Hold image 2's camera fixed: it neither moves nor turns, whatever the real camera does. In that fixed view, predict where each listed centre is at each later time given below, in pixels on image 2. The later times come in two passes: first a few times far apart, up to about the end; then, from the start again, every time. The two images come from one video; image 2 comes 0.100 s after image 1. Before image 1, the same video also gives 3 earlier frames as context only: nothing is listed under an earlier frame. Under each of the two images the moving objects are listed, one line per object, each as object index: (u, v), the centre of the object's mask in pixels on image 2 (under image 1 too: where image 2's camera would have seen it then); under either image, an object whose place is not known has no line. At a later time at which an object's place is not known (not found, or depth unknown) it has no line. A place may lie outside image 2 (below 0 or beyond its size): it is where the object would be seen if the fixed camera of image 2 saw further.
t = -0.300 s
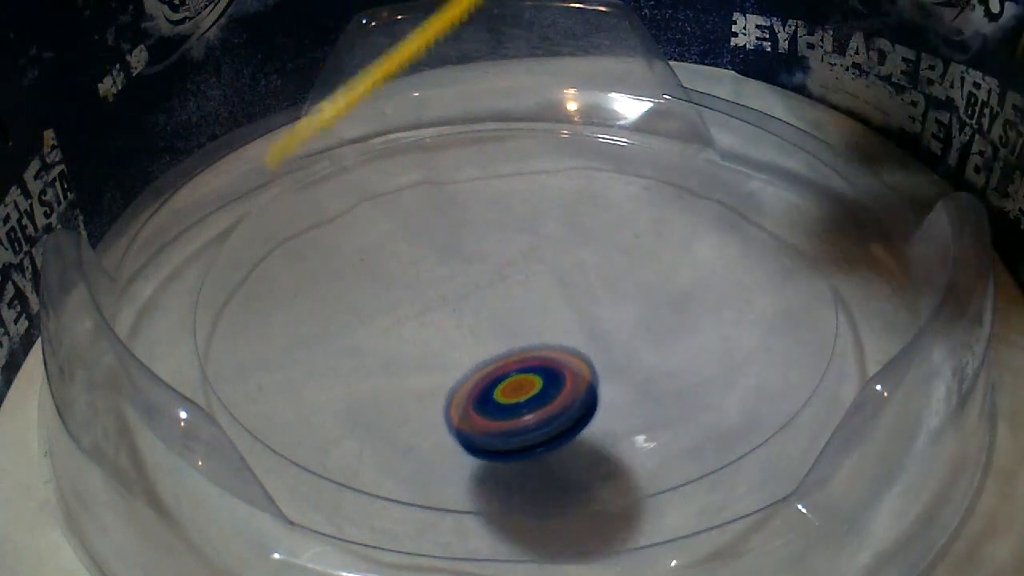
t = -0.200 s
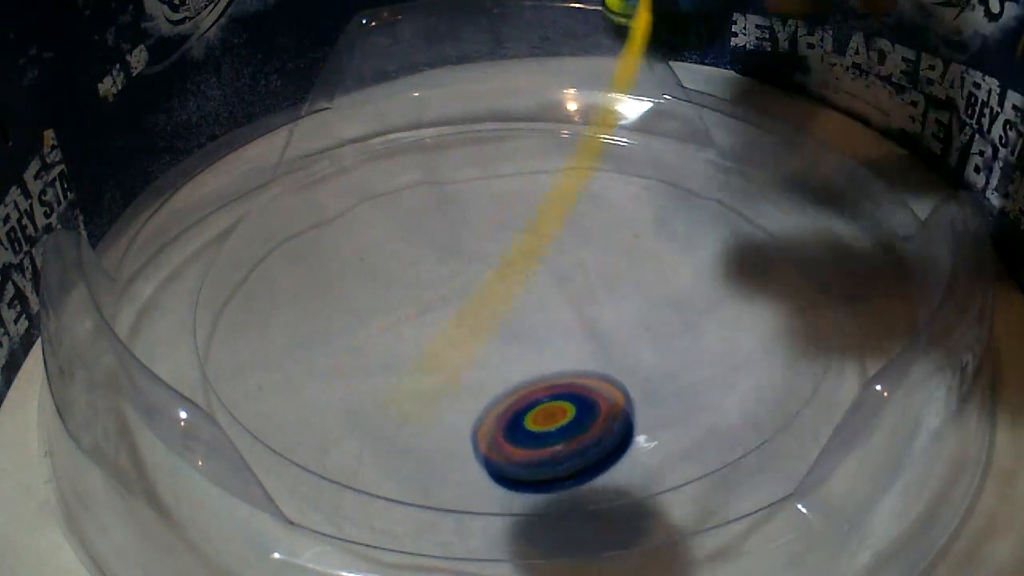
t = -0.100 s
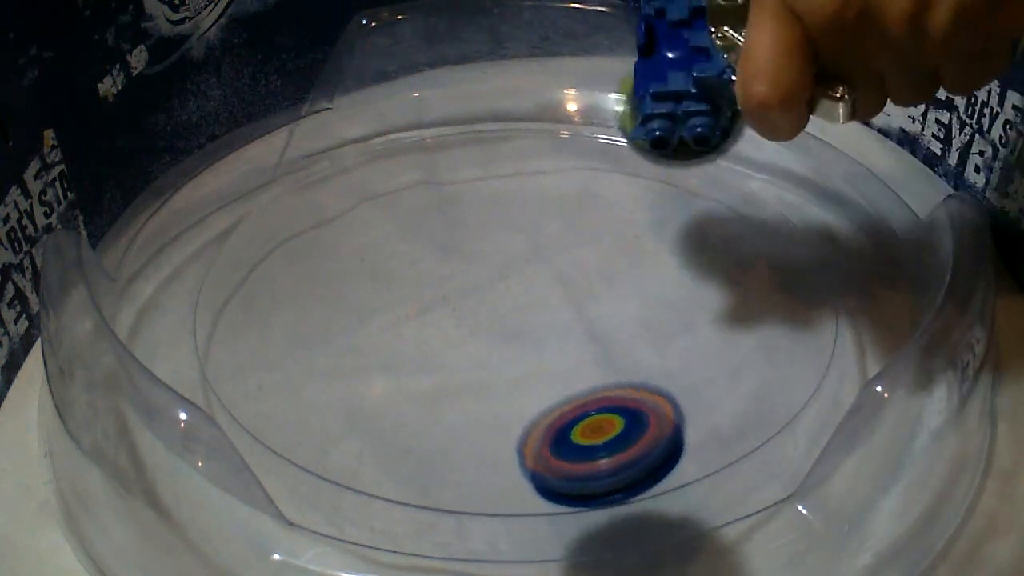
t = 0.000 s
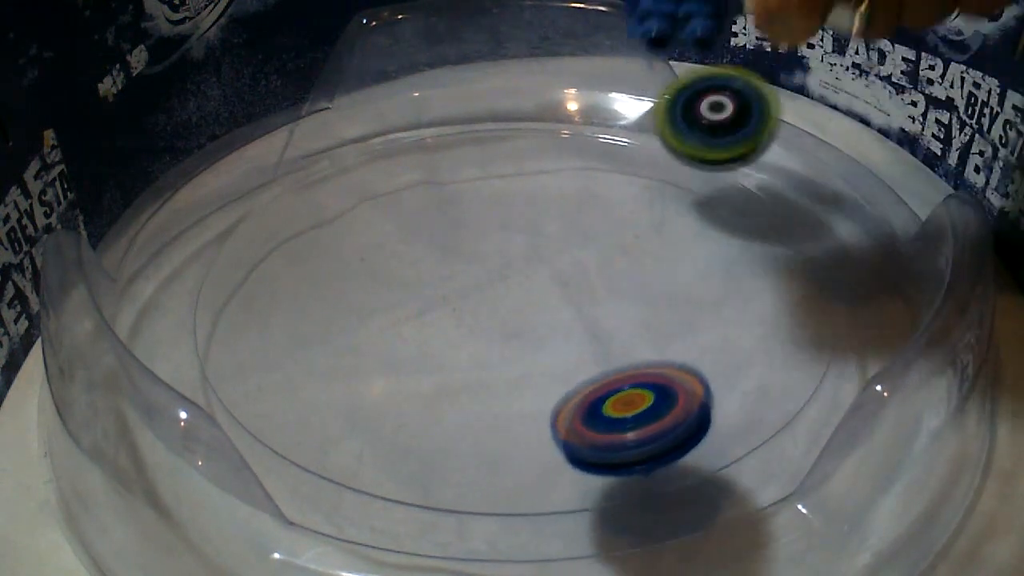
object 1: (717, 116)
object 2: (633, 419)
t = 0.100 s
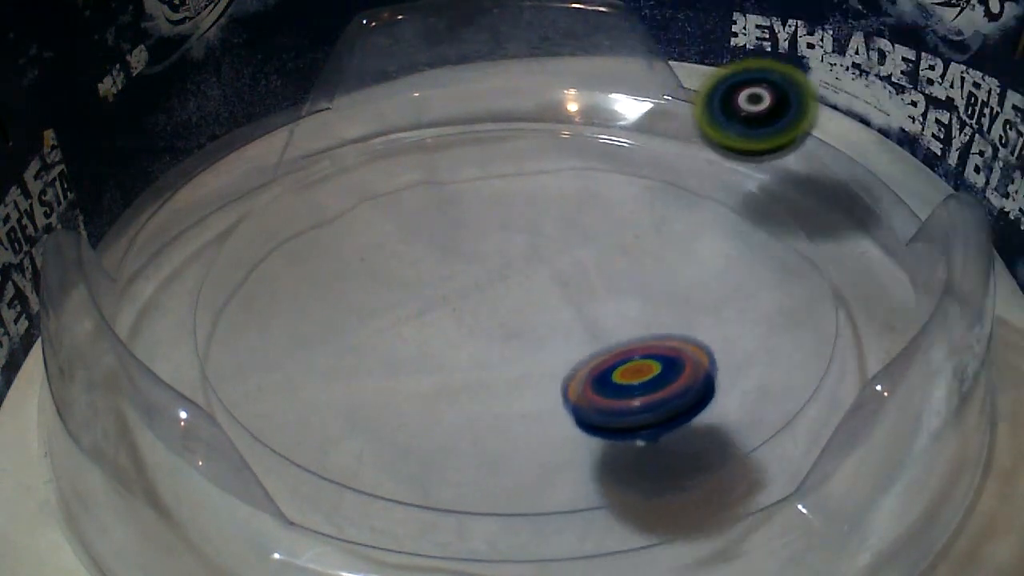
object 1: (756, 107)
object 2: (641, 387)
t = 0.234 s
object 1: (794, 120)
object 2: (613, 355)
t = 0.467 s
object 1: (847, 161)
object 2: (485, 343)
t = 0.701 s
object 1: (860, 187)
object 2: (389, 355)
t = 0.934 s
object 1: (847, 216)
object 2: (394, 372)
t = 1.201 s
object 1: (848, 270)
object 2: (451, 344)
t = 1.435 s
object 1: (828, 331)
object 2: (393, 304)
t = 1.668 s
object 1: (781, 388)
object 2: (356, 287)
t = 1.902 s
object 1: (715, 421)
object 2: (340, 287)
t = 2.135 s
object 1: (626, 425)
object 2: (347, 288)
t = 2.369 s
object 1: (520, 399)
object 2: (384, 267)
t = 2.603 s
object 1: (428, 368)
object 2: (410, 226)
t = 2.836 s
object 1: (347, 336)
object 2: (417, 205)
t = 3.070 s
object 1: (324, 313)
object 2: (430, 207)
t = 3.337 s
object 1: (339, 277)
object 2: (483, 205)
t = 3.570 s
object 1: (333, 235)
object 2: (529, 187)
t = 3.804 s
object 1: (351, 215)
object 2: (536, 181)
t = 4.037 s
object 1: (396, 200)
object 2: (551, 208)
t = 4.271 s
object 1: (452, 180)
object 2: (618, 232)
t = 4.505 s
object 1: (506, 171)
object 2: (657, 235)
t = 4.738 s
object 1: (547, 175)
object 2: (652, 239)
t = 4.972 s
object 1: (597, 188)
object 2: (642, 279)
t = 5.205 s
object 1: (646, 204)
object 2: (640, 316)
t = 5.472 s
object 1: (677, 229)
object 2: (644, 334)
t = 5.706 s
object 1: (688, 252)
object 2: (612, 344)
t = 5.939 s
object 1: (666, 284)
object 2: (548, 356)
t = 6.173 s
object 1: (641, 326)
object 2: (494, 369)
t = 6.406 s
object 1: (632, 345)
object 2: (460, 373)
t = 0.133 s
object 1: (771, 105)
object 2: (638, 378)
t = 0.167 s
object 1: (780, 108)
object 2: (633, 369)
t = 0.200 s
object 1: (787, 114)
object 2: (625, 362)
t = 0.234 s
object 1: (794, 120)
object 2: (613, 355)
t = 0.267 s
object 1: (802, 125)
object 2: (600, 350)
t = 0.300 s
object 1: (811, 131)
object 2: (583, 347)
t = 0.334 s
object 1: (820, 136)
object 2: (565, 344)
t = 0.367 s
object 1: (830, 141)
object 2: (545, 343)
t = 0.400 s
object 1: (837, 147)
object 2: (525, 342)
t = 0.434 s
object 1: (842, 154)
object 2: (504, 343)
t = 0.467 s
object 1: (847, 161)
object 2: (485, 343)
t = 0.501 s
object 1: (852, 167)
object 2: (467, 345)
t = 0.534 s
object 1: (858, 174)
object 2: (451, 345)
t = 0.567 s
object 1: (865, 179)
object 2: (437, 347)
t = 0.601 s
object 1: (868, 182)
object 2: (424, 348)
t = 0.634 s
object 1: (864, 183)
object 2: (411, 350)
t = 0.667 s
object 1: (862, 185)
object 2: (399, 352)
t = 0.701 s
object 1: (860, 187)
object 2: (389, 355)
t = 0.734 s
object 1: (859, 191)
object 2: (380, 359)
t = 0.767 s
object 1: (858, 195)
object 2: (374, 361)
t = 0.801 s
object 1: (854, 199)
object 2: (371, 365)
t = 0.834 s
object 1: (850, 203)
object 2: (372, 367)
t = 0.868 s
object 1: (848, 207)
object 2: (376, 370)
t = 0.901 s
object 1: (848, 211)
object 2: (384, 371)
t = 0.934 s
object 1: (847, 216)
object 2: (394, 372)
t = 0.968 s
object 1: (848, 221)
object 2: (405, 371)
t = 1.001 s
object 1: (849, 227)
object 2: (417, 369)
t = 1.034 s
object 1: (850, 233)
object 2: (428, 367)
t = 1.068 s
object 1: (850, 240)
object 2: (438, 363)
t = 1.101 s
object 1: (850, 247)
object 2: (446, 359)
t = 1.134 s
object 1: (849, 254)
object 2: (451, 355)
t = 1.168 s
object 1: (849, 261)
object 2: (452, 350)
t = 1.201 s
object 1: (848, 270)
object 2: (451, 344)
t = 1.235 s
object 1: (846, 279)
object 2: (447, 339)
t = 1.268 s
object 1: (844, 287)
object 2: (440, 333)
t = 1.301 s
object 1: (840, 296)
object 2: (432, 326)
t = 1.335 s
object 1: (837, 304)
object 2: (423, 320)
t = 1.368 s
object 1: (834, 313)
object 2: (413, 314)
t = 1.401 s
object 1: (832, 322)
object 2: (403, 309)
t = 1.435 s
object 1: (828, 331)
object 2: (393, 304)
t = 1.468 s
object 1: (825, 341)
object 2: (384, 300)
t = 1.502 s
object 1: (821, 350)
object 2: (376, 296)
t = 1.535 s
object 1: (814, 358)
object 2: (370, 293)
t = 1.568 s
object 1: (804, 367)
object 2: (365, 291)
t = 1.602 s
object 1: (796, 374)
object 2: (361, 289)
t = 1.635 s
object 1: (789, 382)
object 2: (358, 288)
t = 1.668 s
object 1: (781, 388)
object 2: (356, 287)
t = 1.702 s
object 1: (770, 394)
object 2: (354, 287)
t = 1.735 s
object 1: (761, 400)
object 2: (352, 286)
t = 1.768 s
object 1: (753, 405)
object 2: (350, 286)
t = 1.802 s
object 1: (744, 410)
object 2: (347, 286)
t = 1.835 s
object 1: (736, 414)
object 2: (344, 287)
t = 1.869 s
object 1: (726, 417)
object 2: (342, 287)
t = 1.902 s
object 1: (715, 421)
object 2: (340, 287)
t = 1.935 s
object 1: (705, 424)
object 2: (340, 288)
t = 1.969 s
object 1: (693, 426)
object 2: (340, 289)
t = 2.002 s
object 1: (679, 427)
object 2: (340, 289)
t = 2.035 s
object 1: (665, 428)
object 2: (340, 289)
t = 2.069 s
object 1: (651, 429)
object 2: (342, 289)
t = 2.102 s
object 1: (639, 429)
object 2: (344, 289)
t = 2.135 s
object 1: (626, 425)
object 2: (347, 288)
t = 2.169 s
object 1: (611, 420)
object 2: (351, 288)
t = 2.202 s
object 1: (595, 417)
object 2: (356, 286)
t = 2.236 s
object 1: (579, 413)
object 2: (361, 284)
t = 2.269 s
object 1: (562, 410)
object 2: (367, 281)
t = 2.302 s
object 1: (547, 406)
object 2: (373, 277)
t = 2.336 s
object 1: (532, 403)
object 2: (378, 272)
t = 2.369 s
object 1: (520, 399)
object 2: (384, 267)
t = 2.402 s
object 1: (509, 395)
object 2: (389, 261)
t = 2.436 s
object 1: (497, 391)
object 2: (394, 256)
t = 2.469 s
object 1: (485, 386)
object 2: (398, 250)
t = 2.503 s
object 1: (471, 381)
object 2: (401, 243)
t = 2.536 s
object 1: (458, 377)
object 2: (405, 238)
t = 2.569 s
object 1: (443, 372)
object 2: (408, 232)
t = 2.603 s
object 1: (428, 368)
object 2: (410, 226)
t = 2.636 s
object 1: (414, 363)
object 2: (412, 222)
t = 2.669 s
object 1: (400, 358)
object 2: (413, 218)
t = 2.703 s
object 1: (387, 353)
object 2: (415, 213)
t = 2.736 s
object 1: (376, 348)
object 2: (415, 211)
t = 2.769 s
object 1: (365, 344)
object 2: (416, 208)
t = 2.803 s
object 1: (356, 340)
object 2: (417, 207)
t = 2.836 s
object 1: (347, 336)
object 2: (417, 205)
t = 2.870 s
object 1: (341, 333)
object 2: (418, 204)
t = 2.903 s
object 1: (335, 329)
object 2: (418, 204)
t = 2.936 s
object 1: (331, 326)
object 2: (420, 204)
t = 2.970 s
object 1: (328, 322)
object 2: (422, 204)
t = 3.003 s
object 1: (326, 319)
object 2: (424, 205)
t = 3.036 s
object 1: (325, 316)
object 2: (427, 207)
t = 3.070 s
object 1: (324, 313)
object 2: (430, 207)
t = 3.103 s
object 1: (325, 309)
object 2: (435, 208)
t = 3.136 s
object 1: (326, 305)
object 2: (440, 209)
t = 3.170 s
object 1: (328, 301)
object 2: (446, 209)
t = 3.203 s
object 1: (330, 297)
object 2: (452, 208)
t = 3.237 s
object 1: (332, 292)
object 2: (459, 208)
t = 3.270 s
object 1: (335, 288)
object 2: (467, 207)
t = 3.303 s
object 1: (337, 282)
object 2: (475, 206)
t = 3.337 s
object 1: (339, 277)
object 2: (483, 205)
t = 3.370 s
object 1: (339, 271)
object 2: (491, 203)
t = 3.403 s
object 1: (339, 265)
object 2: (500, 200)
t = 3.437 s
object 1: (339, 259)
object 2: (507, 197)
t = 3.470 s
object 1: (337, 253)
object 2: (514, 195)
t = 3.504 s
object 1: (335, 247)
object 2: (520, 192)
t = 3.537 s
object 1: (334, 240)
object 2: (525, 189)
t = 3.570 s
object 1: (333, 235)
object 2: (529, 187)
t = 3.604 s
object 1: (333, 230)
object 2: (533, 184)
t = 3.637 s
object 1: (335, 227)
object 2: (535, 182)
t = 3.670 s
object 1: (337, 224)
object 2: (537, 181)
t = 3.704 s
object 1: (339, 221)
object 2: (538, 180)
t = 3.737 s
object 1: (343, 219)
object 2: (538, 179)
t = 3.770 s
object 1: (346, 217)
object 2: (537, 180)
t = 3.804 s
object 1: (351, 215)
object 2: (536, 181)
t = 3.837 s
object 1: (356, 213)
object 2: (534, 184)
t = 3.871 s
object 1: (361, 210)
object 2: (533, 188)
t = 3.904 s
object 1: (367, 208)
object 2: (533, 191)
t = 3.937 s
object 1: (373, 206)
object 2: (534, 195)
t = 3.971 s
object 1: (381, 204)
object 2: (538, 199)
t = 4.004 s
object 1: (388, 202)
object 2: (544, 204)
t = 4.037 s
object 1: (396, 200)
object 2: (551, 208)
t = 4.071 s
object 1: (403, 197)
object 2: (561, 213)
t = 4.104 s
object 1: (411, 194)
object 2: (570, 217)
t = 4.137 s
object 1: (420, 191)
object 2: (580, 220)
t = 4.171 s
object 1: (428, 189)
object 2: (590, 224)
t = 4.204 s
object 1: (436, 186)
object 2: (600, 227)
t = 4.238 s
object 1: (444, 183)
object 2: (609, 230)
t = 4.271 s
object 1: (452, 180)
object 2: (618, 232)
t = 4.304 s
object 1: (460, 178)
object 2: (626, 234)
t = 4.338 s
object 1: (466, 176)
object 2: (633, 235)
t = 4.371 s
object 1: (474, 175)
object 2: (639, 236)
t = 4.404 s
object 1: (484, 173)
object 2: (648, 236)
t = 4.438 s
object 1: (488, 172)
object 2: (650, 236)
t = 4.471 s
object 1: (495, 171)
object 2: (654, 236)
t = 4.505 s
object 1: (506, 171)
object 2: (657, 235)
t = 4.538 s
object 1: (509, 171)
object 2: (658, 235)
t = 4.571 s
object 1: (515, 172)
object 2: (658, 235)
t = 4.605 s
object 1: (525, 172)
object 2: (657, 235)
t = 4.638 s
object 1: (528, 173)
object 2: (656, 236)
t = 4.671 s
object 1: (538, 173)
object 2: (654, 236)
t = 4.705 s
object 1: (545, 174)
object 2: (653, 239)
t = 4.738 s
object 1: (547, 175)
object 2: (652, 239)
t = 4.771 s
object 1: (557, 176)
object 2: (649, 245)
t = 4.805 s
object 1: (563, 178)
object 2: (647, 250)
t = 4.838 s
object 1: (567, 179)
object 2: (646, 253)
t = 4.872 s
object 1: (576, 182)
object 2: (644, 261)
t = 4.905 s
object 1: (583, 185)
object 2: (643, 267)
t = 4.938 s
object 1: (587, 185)
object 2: (643, 269)
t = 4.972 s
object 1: (597, 188)
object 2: (642, 279)
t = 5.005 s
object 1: (604, 191)
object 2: (640, 285)
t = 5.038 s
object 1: (612, 193)
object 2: (639, 291)
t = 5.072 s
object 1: (619, 196)
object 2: (638, 297)
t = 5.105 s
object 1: (626, 198)
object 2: (638, 302)
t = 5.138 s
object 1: (633, 199)
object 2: (638, 307)
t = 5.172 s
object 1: (640, 203)
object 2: (639, 311)
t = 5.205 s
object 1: (646, 204)
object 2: (640, 316)
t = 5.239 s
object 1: (653, 206)
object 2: (640, 319)
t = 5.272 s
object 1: (658, 209)
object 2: (641, 322)
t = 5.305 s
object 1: (662, 212)
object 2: (642, 326)
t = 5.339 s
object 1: (666, 214)
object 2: (642, 328)
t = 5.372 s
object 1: (669, 217)
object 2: (643, 330)
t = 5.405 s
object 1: (673, 221)
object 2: (643, 332)
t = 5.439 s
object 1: (675, 224)
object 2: (644, 333)
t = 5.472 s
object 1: (677, 229)
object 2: (644, 334)
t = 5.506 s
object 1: (679, 233)
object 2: (643, 335)
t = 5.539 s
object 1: (681, 237)
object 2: (642, 336)
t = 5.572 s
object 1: (683, 241)
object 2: (641, 336)
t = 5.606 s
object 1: (686, 244)
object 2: (636, 340)
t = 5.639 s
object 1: (687, 247)
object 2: (627, 342)
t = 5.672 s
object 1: (688, 250)
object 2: (618, 343)
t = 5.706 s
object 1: (688, 252)
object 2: (612, 344)
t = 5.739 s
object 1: (687, 255)
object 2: (604, 345)
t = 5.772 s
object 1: (685, 258)
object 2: (596, 346)
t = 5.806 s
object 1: (682, 262)
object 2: (587, 347)
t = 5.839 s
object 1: (679, 267)
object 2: (577, 350)
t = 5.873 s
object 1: (675, 272)
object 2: (567, 351)
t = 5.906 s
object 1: (670, 278)
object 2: (556, 353)
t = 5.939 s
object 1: (666, 284)
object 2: (548, 356)
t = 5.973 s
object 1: (663, 290)
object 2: (538, 358)
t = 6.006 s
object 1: (659, 297)
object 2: (530, 359)
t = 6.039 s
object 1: (655, 303)
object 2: (521, 361)
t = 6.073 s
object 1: (652, 309)
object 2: (514, 363)
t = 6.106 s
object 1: (648, 314)
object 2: (507, 365)
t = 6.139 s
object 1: (645, 321)
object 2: (500, 367)
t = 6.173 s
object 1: (641, 326)
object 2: (494, 369)
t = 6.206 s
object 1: (640, 330)
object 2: (488, 370)
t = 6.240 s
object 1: (639, 334)
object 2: (482, 372)
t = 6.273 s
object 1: (637, 338)
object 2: (477, 373)
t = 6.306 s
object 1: (633, 342)
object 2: (474, 373)
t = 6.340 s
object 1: (630, 344)
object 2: (472, 373)
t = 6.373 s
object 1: (627, 345)
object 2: (471, 373)
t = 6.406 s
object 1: (632, 345)
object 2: (460, 373)
